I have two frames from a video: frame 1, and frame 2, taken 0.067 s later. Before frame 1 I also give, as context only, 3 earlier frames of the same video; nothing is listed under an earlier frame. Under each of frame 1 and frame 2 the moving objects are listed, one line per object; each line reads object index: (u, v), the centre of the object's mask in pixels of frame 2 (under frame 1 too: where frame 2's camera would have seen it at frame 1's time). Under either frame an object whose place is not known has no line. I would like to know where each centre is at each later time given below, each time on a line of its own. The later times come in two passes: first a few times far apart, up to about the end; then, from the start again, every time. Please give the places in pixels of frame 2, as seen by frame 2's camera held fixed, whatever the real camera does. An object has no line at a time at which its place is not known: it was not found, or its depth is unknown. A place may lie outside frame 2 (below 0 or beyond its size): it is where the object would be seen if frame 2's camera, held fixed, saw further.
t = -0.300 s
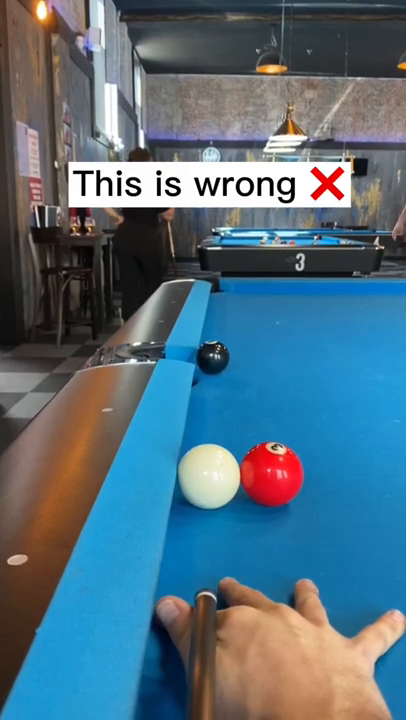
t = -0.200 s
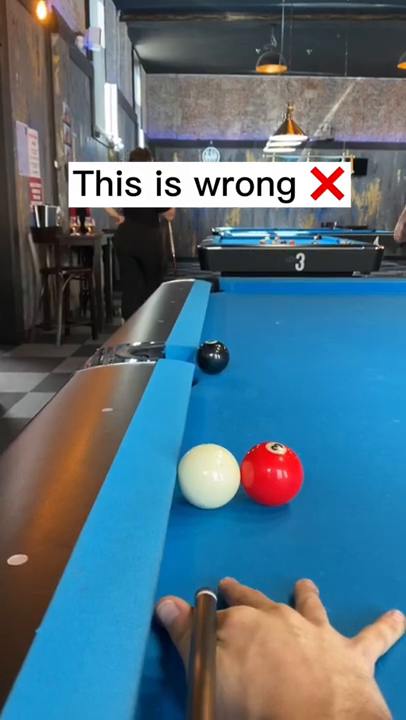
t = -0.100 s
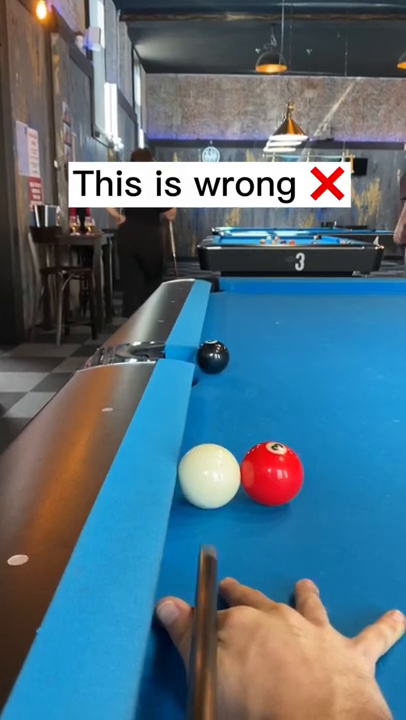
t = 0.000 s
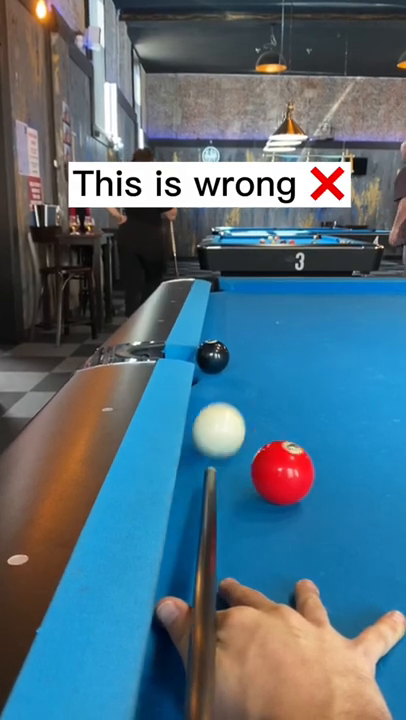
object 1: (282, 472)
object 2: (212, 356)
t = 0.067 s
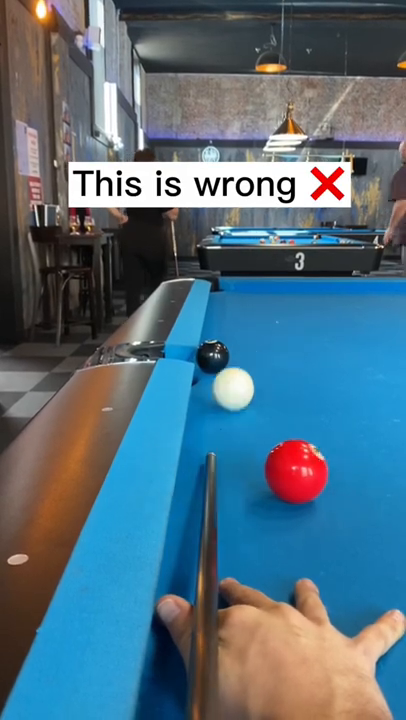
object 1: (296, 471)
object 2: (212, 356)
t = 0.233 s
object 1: (327, 468)
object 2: (211, 359)
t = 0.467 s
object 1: (367, 463)
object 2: (226, 368)
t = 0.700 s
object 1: (391, 459)
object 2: (242, 379)
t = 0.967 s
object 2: (261, 391)
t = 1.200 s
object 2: (280, 403)
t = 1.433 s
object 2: (301, 414)
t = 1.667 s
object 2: (322, 426)
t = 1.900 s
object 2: (344, 438)
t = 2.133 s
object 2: (365, 448)
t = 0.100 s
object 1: (303, 471)
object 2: (211, 355)
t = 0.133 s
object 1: (309, 470)
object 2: (211, 356)
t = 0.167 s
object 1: (315, 469)
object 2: (206, 355)
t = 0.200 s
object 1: (321, 468)
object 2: (209, 357)
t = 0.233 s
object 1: (327, 468)
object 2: (211, 359)
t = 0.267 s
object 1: (334, 467)
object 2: (213, 360)
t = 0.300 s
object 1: (339, 466)
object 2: (215, 361)
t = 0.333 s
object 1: (345, 466)
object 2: (217, 363)
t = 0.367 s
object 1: (351, 465)
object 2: (219, 364)
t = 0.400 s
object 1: (356, 464)
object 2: (221, 366)
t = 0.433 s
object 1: (362, 464)
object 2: (223, 367)
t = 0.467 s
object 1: (367, 463)
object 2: (226, 368)
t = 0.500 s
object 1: (372, 462)
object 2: (228, 370)
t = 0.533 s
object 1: (377, 462)
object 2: (230, 371)
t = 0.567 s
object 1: (380, 461)
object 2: (232, 373)
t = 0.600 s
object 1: (383, 461)
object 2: (235, 374)
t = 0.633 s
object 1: (386, 460)
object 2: (237, 376)
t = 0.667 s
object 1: (388, 460)
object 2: (239, 377)
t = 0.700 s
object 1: (391, 459)
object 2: (242, 379)
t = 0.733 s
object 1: (393, 459)
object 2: (244, 380)
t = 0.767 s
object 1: (395, 458)
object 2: (246, 382)
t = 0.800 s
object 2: (249, 383)
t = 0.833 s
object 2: (251, 385)
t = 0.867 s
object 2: (254, 386)
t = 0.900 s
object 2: (256, 388)
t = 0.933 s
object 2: (259, 390)
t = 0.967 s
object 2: (261, 391)
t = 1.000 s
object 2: (264, 393)
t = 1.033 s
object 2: (267, 394)
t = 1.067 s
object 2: (269, 396)
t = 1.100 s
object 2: (272, 398)
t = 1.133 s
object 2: (275, 399)
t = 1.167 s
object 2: (278, 401)
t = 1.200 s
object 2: (280, 403)
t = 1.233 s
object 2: (283, 404)
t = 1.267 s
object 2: (286, 406)
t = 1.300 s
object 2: (289, 408)
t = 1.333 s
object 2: (292, 410)
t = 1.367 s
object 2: (295, 411)
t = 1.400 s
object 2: (298, 413)
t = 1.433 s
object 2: (301, 414)
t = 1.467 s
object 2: (304, 416)
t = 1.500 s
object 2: (307, 418)
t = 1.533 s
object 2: (310, 419)
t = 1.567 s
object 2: (313, 421)
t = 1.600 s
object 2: (316, 423)
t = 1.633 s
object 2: (319, 424)
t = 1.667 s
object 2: (322, 426)
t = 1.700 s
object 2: (325, 428)
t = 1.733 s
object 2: (328, 429)
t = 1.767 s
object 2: (331, 431)
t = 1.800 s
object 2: (334, 433)
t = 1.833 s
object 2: (338, 434)
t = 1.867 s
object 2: (341, 436)
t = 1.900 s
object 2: (344, 438)
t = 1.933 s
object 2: (347, 439)
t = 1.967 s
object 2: (350, 441)
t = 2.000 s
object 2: (353, 442)
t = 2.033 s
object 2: (356, 444)
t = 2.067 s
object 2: (359, 445)
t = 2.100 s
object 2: (362, 447)
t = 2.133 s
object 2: (365, 448)
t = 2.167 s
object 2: (368, 450)
